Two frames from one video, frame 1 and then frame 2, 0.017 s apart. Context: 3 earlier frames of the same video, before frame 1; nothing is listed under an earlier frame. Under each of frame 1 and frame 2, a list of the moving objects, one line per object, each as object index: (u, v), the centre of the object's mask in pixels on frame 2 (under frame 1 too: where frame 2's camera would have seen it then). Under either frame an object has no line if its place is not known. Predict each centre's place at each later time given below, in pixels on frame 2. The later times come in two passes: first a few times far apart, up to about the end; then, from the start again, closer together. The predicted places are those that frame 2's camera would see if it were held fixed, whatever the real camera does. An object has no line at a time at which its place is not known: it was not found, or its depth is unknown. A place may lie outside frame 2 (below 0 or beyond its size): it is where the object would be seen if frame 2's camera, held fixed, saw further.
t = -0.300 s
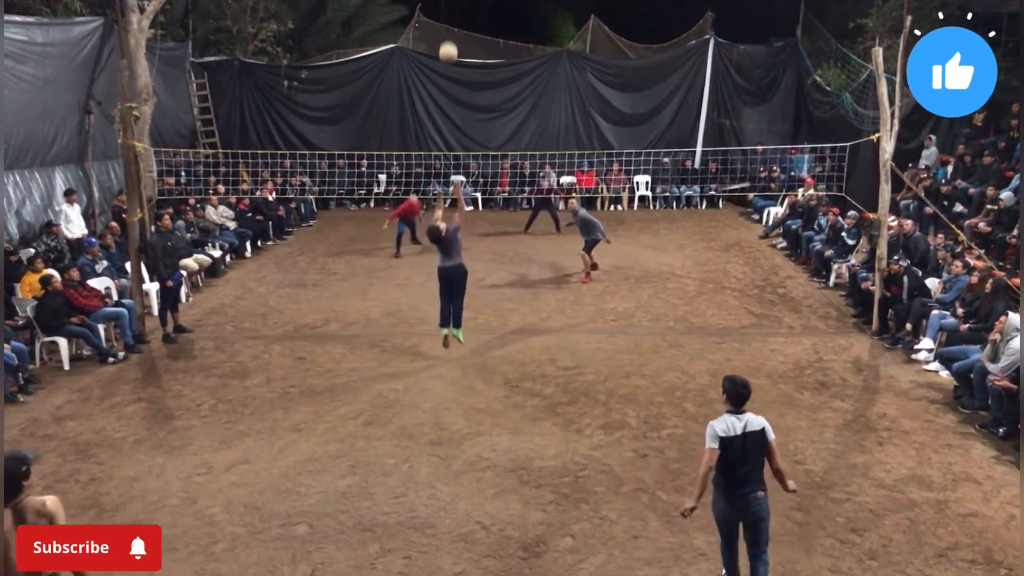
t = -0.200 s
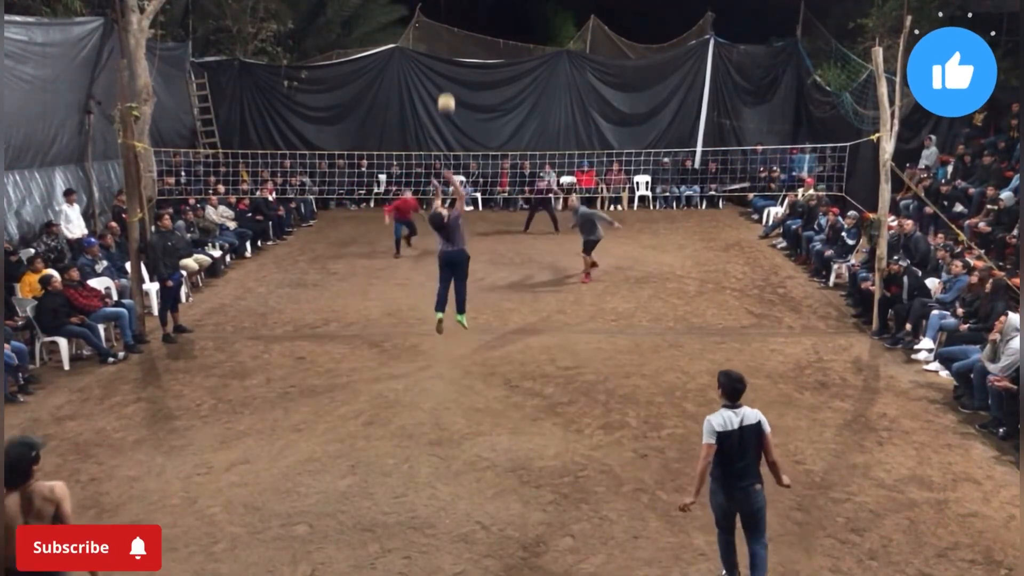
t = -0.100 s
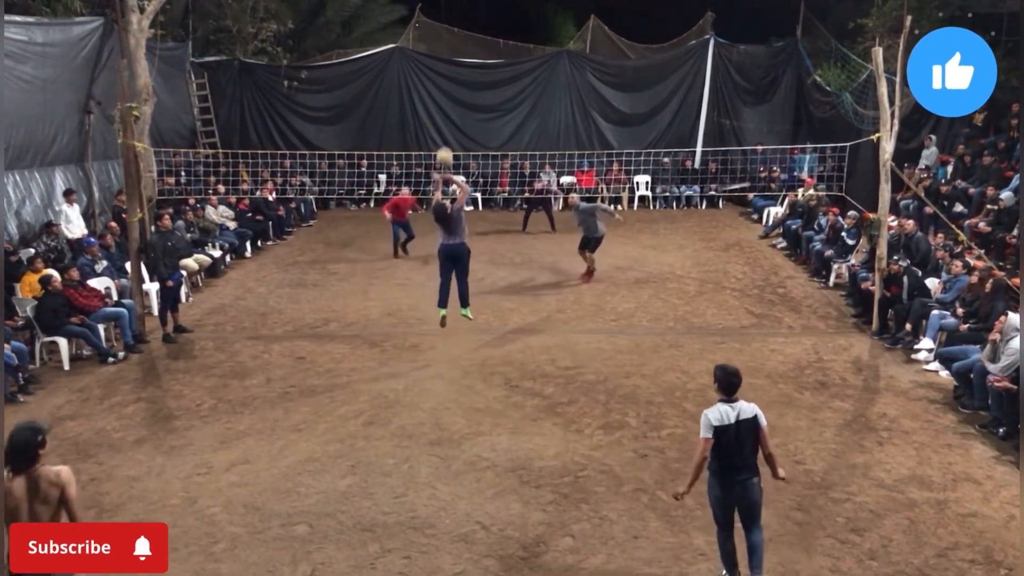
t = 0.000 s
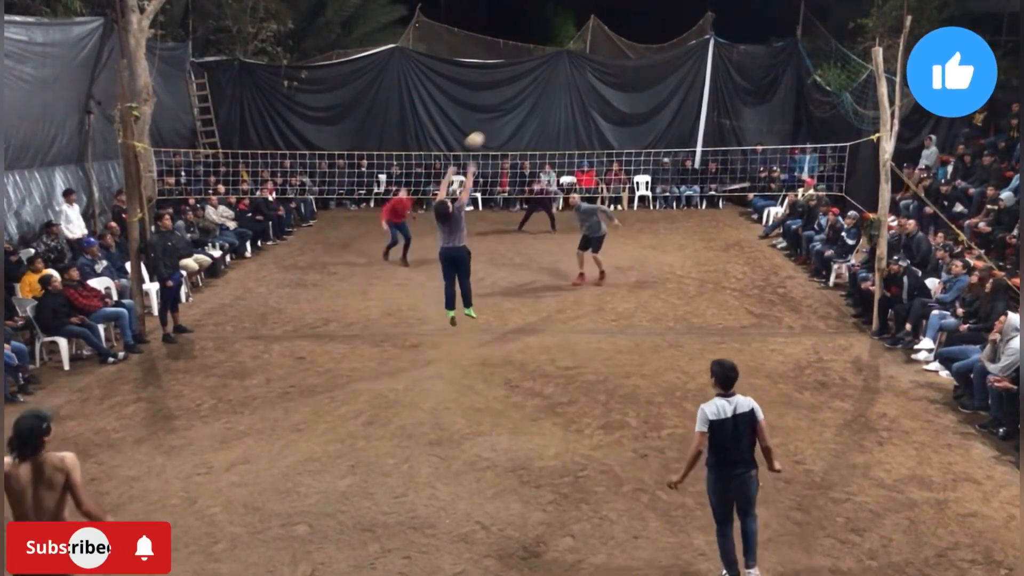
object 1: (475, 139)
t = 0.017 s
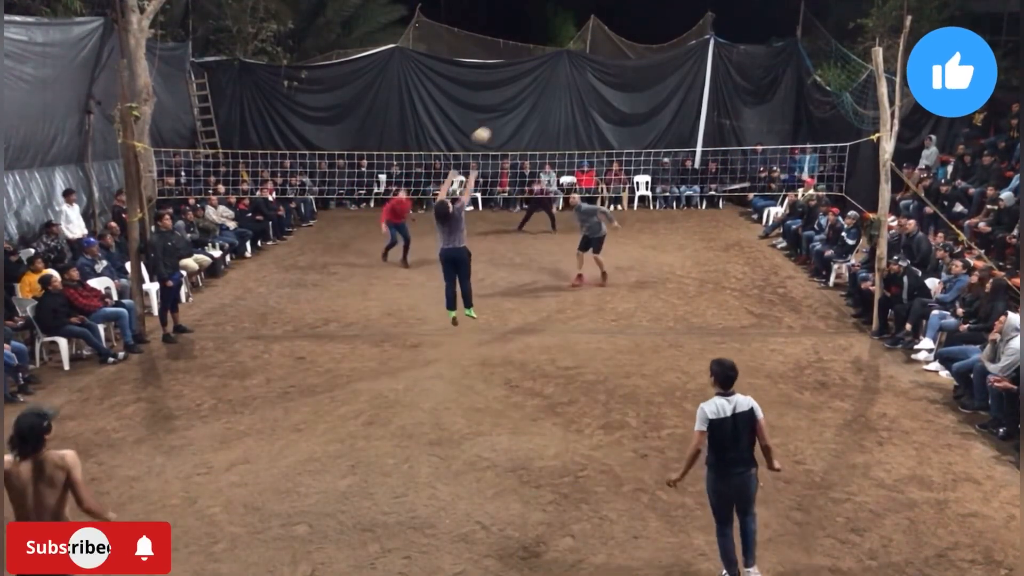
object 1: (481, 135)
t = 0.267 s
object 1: (559, 95)
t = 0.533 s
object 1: (611, 102)
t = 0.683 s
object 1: (632, 119)
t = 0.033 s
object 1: (488, 131)
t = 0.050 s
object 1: (494, 126)
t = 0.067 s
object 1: (500, 122)
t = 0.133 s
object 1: (522, 109)
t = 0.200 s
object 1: (542, 101)
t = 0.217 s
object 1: (546, 98)
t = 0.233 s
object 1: (551, 97)
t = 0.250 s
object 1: (555, 96)
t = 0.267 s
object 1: (559, 95)
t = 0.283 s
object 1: (563, 94)
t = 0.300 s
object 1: (567, 93)
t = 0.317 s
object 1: (571, 93)
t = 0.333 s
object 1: (575, 93)
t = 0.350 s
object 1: (578, 93)
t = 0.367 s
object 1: (582, 93)
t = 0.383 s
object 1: (585, 93)
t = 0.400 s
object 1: (588, 93)
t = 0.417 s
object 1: (591, 94)
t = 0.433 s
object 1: (594, 94)
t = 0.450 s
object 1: (598, 95)
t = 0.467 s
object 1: (601, 96)
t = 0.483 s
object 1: (603, 97)
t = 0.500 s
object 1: (606, 98)
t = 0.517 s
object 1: (608, 100)
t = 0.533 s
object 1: (611, 102)
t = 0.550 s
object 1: (614, 103)
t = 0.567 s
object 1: (616, 105)
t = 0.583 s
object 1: (619, 107)
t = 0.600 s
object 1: (621, 108)
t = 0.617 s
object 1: (623, 110)
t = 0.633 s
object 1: (626, 112)
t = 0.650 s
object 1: (628, 114)
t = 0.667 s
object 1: (630, 117)
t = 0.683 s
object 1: (632, 119)
